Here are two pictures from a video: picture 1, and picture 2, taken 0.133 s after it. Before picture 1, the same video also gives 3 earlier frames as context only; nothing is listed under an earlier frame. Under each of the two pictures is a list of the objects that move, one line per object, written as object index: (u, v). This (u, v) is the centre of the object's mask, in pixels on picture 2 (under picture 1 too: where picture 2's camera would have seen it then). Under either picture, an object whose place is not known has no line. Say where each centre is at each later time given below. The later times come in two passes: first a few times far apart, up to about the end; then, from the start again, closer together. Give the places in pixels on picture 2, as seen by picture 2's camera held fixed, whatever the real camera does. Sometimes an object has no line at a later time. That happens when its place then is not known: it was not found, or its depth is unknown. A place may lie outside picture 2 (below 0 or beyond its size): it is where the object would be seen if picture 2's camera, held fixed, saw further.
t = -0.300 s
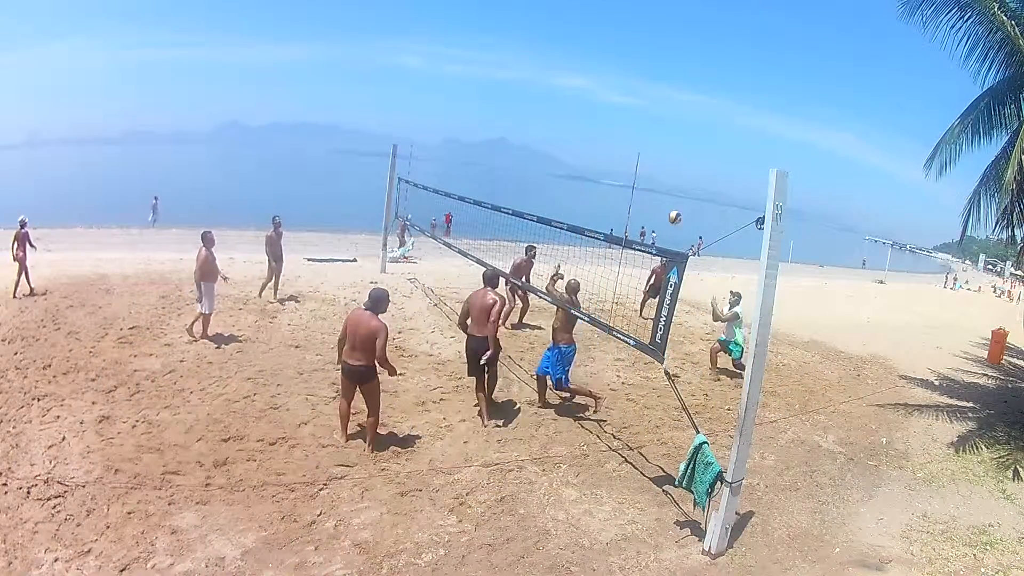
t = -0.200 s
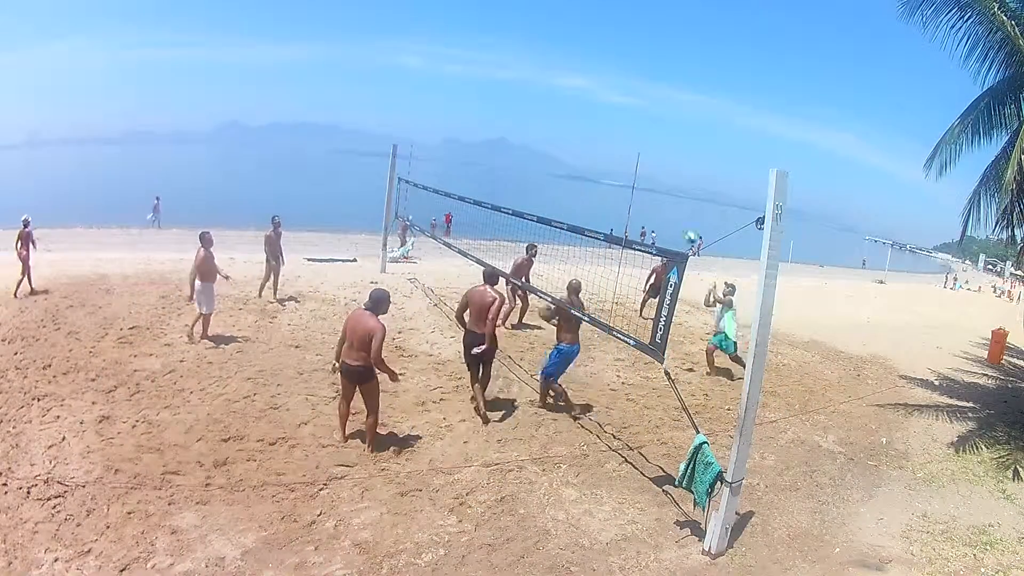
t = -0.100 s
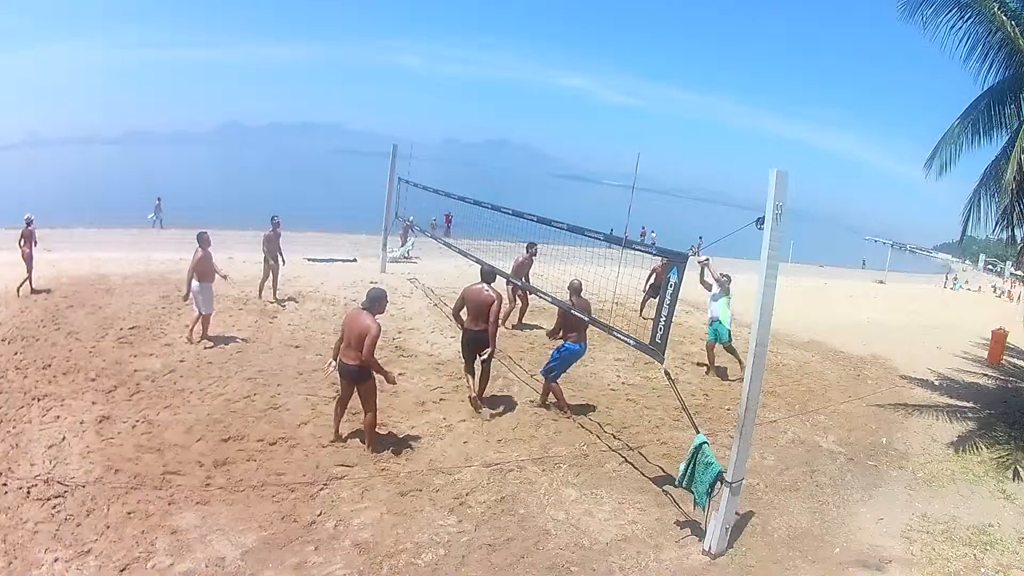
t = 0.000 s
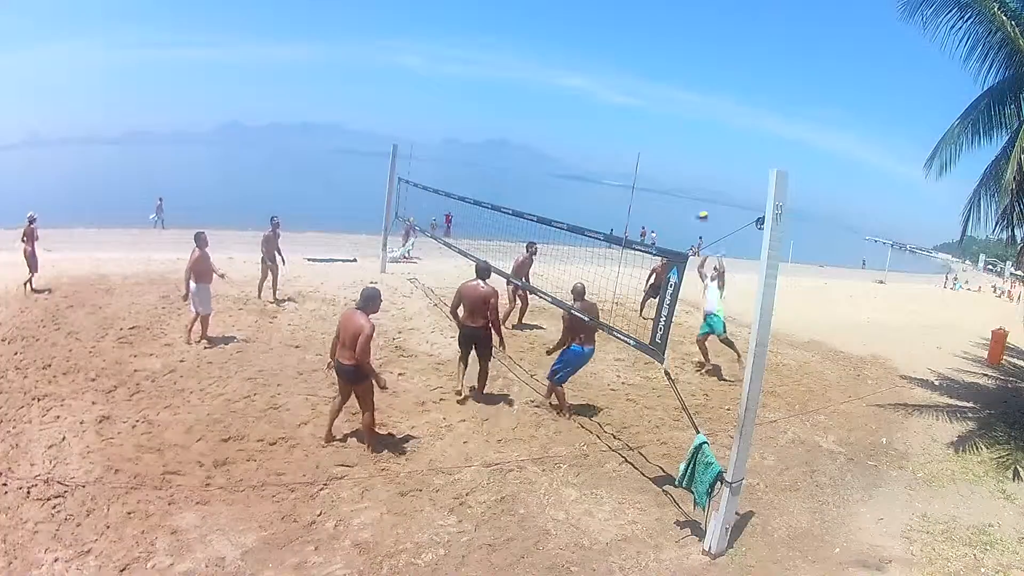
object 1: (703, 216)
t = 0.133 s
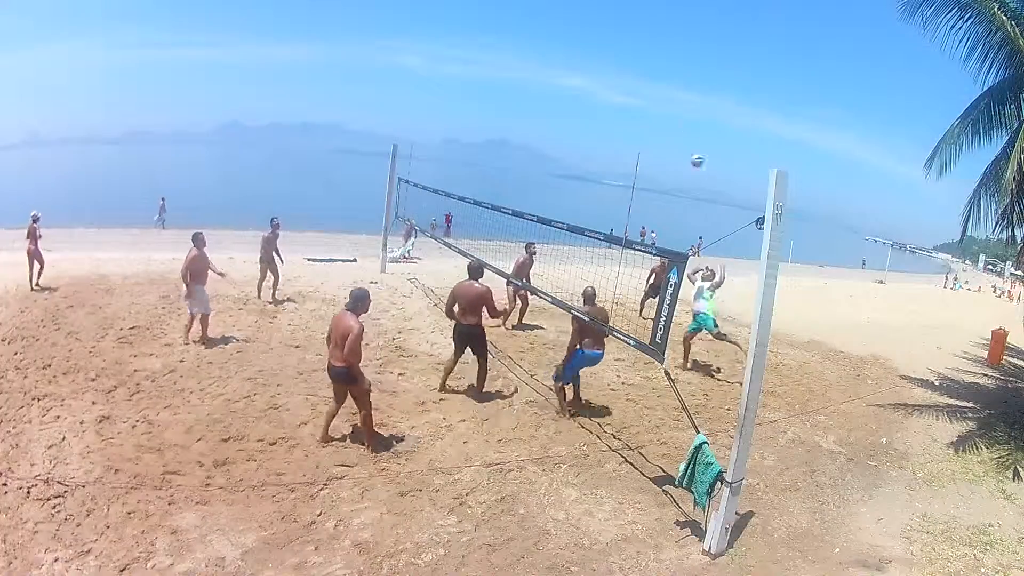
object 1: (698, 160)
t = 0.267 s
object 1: (689, 116)
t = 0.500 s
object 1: (667, 58)
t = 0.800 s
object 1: (629, 33)
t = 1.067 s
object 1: (582, 62)
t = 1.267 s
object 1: (537, 126)
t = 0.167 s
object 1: (696, 149)
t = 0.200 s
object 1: (693, 136)
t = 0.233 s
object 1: (691, 126)
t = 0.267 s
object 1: (689, 116)
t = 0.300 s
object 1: (686, 107)
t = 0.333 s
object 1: (683, 96)
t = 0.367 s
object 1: (681, 87)
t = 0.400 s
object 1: (678, 79)
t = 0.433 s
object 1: (674, 73)
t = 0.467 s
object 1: (671, 64)
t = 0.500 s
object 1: (667, 58)
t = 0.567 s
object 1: (660, 47)
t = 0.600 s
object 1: (656, 43)
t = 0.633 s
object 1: (652, 40)
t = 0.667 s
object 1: (647, 37)
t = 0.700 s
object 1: (643, 35)
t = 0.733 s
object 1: (639, 33)
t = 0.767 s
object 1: (634, 33)
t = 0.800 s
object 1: (629, 33)
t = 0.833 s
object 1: (624, 33)
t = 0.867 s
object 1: (618, 34)
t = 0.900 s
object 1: (613, 37)
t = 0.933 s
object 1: (607, 41)
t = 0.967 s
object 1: (601, 45)
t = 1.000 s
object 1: (595, 50)
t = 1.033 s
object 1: (589, 56)
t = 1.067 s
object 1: (582, 62)
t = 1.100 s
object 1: (576, 70)
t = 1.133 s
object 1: (568, 80)
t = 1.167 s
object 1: (561, 91)
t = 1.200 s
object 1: (554, 100)
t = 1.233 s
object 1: (545, 112)
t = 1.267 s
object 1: (537, 126)
